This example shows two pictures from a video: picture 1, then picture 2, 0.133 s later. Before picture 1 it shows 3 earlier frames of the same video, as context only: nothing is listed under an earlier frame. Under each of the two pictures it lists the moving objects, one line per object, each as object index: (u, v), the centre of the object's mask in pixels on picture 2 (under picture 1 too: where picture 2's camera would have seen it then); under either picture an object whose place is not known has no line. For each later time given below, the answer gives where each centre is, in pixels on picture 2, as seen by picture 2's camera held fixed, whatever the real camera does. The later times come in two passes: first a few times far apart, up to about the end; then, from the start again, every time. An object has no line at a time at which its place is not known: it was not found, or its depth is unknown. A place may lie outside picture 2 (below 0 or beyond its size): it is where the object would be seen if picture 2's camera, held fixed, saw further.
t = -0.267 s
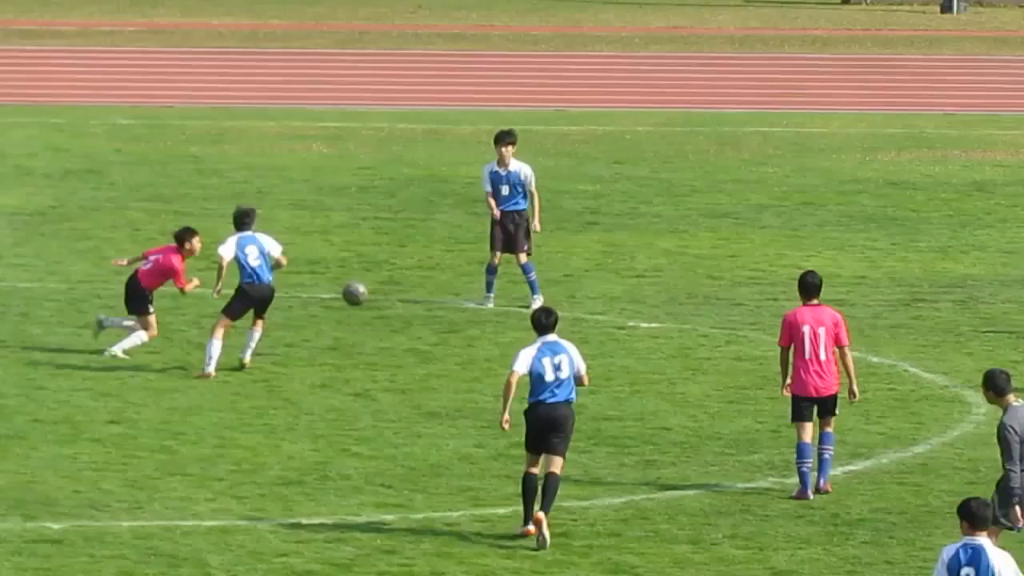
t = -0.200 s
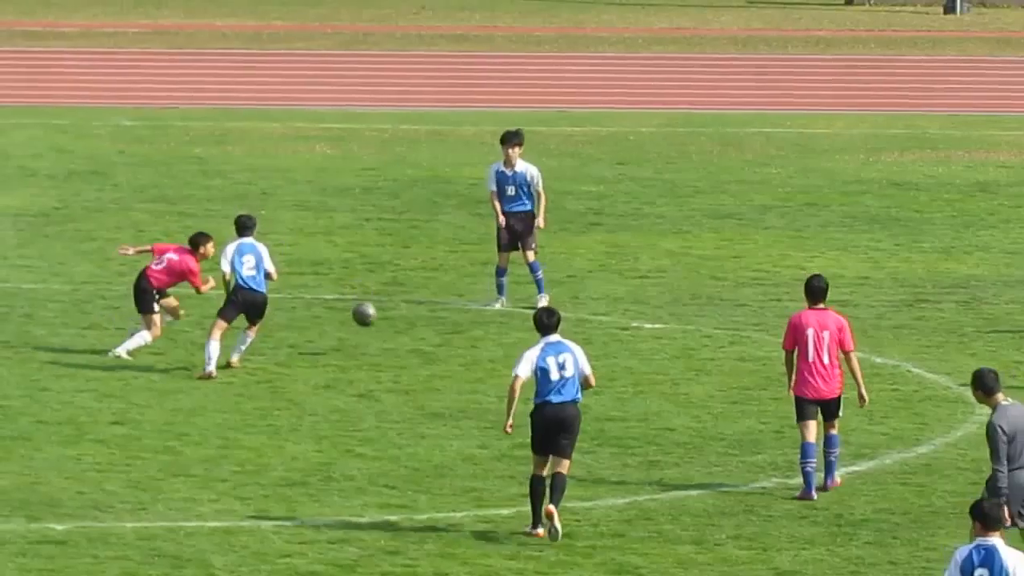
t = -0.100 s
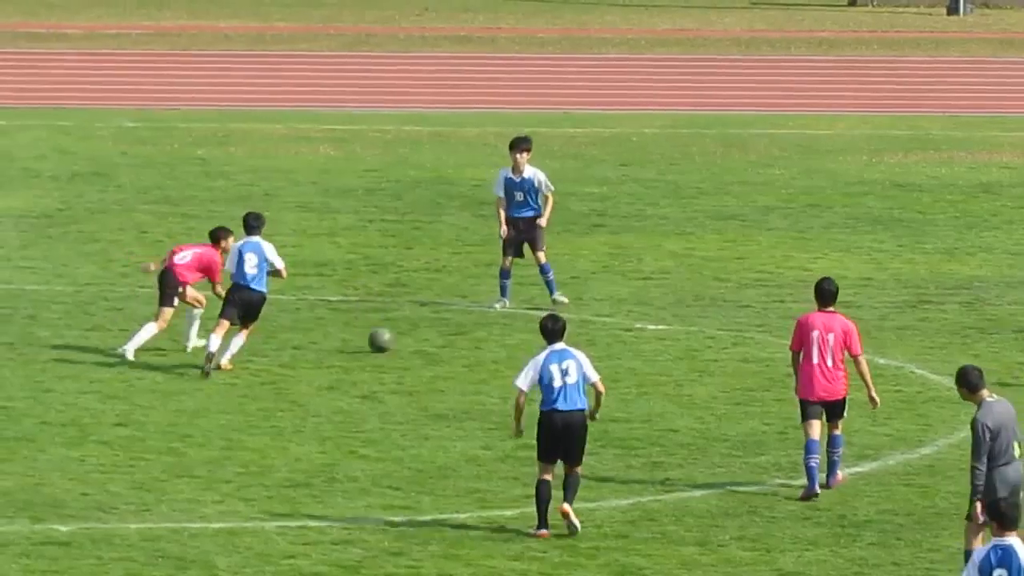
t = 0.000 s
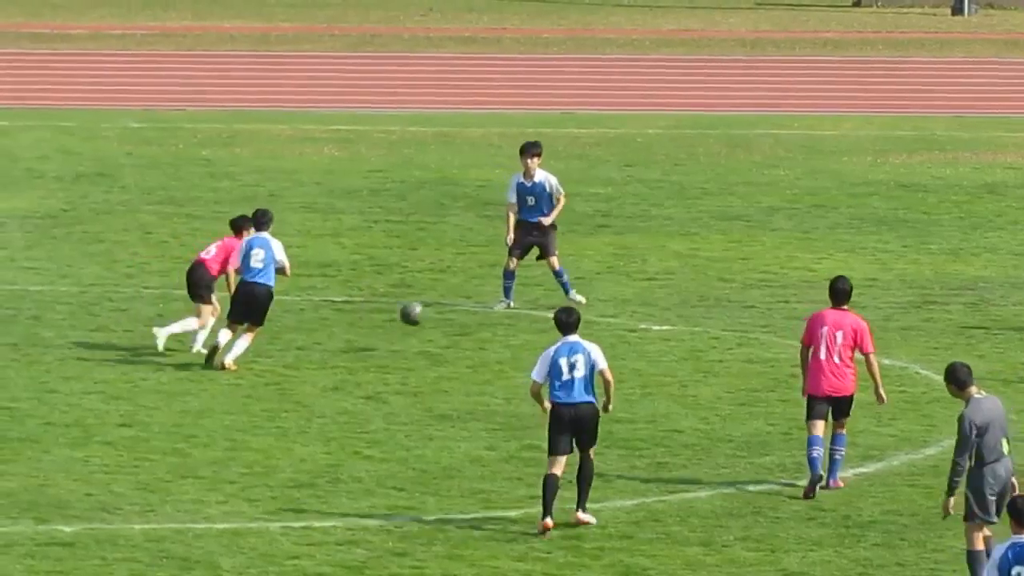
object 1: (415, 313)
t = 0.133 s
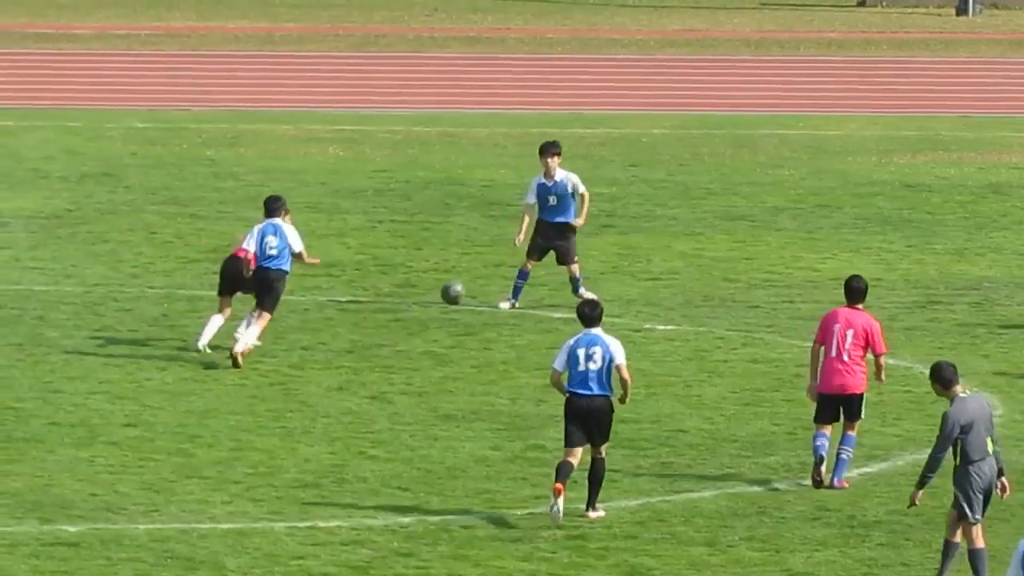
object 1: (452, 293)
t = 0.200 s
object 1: (471, 290)
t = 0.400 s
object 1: (523, 310)
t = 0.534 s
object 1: (557, 319)
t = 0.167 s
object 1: (461, 291)
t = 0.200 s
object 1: (471, 290)
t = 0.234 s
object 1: (479, 290)
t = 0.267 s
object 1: (488, 291)
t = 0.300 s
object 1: (497, 295)
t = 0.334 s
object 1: (505, 299)
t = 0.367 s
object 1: (514, 304)
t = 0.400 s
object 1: (523, 310)
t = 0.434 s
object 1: (532, 317)
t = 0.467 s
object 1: (539, 326)
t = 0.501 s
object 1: (548, 325)
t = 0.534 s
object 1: (557, 319)
